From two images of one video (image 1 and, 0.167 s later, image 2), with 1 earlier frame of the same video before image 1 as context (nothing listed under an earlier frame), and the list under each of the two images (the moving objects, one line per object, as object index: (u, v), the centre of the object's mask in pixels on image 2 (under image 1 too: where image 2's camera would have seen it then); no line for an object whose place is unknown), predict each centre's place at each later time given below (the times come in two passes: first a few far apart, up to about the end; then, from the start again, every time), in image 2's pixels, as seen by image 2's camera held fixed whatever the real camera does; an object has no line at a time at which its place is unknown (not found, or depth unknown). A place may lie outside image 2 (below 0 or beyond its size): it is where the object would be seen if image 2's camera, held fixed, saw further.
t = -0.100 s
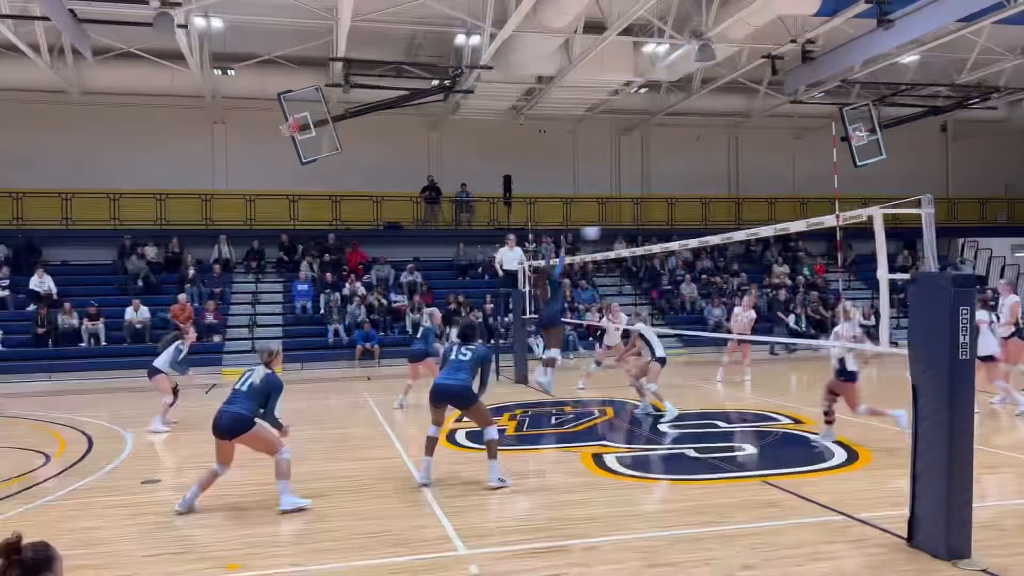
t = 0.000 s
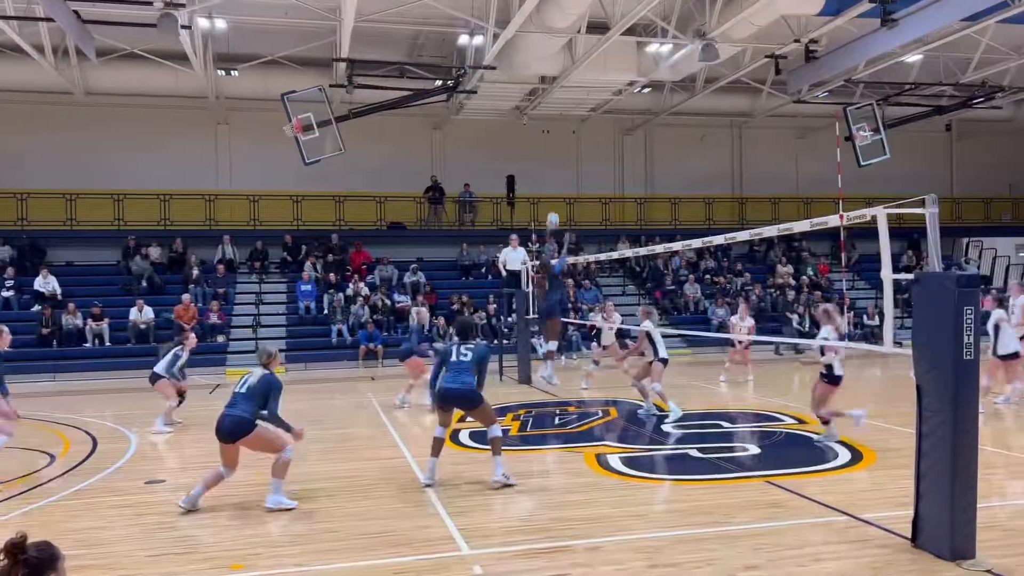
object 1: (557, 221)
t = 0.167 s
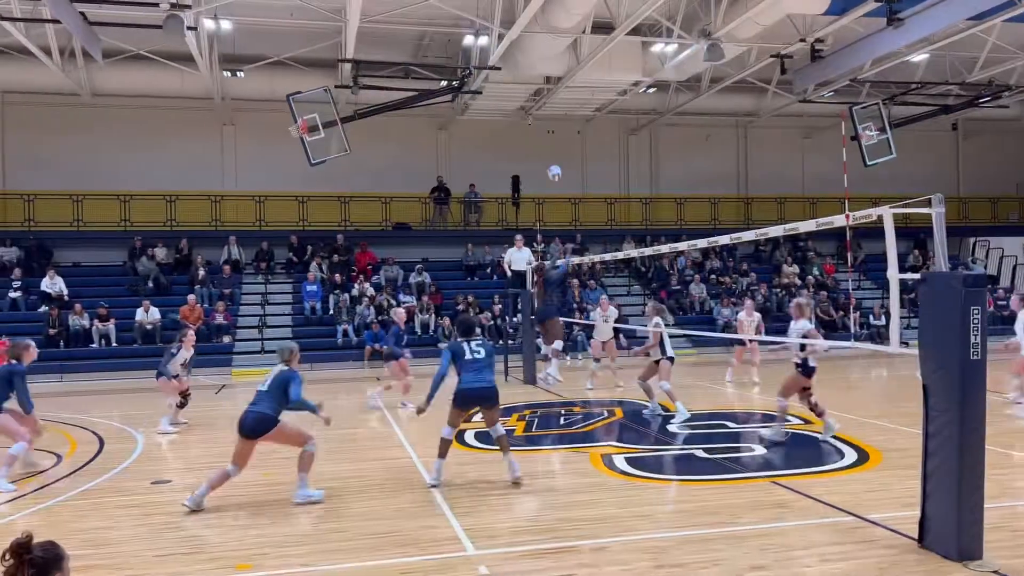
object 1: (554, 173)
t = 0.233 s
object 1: (553, 160)
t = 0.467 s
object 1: (550, 136)
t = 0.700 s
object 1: (548, 145)
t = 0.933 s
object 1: (547, 185)
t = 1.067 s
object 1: (547, 222)
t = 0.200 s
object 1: (553, 166)
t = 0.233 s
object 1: (553, 160)
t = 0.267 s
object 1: (553, 154)
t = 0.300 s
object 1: (552, 149)
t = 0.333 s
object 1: (551, 145)
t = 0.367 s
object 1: (551, 142)
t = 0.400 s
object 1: (551, 138)
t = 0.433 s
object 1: (551, 137)
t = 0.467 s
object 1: (550, 136)
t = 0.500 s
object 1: (550, 135)
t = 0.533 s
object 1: (549, 135)
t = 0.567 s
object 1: (549, 136)
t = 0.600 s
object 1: (549, 137)
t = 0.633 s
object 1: (549, 139)
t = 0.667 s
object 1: (549, 142)
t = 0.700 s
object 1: (548, 145)
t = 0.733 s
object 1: (548, 149)
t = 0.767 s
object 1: (548, 154)
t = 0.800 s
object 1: (547, 159)
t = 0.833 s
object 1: (547, 165)
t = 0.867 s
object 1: (547, 171)
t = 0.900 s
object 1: (546, 178)
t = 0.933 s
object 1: (547, 185)
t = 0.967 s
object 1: (547, 194)
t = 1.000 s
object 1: (547, 202)
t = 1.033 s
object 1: (546, 212)
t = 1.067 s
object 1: (547, 222)
